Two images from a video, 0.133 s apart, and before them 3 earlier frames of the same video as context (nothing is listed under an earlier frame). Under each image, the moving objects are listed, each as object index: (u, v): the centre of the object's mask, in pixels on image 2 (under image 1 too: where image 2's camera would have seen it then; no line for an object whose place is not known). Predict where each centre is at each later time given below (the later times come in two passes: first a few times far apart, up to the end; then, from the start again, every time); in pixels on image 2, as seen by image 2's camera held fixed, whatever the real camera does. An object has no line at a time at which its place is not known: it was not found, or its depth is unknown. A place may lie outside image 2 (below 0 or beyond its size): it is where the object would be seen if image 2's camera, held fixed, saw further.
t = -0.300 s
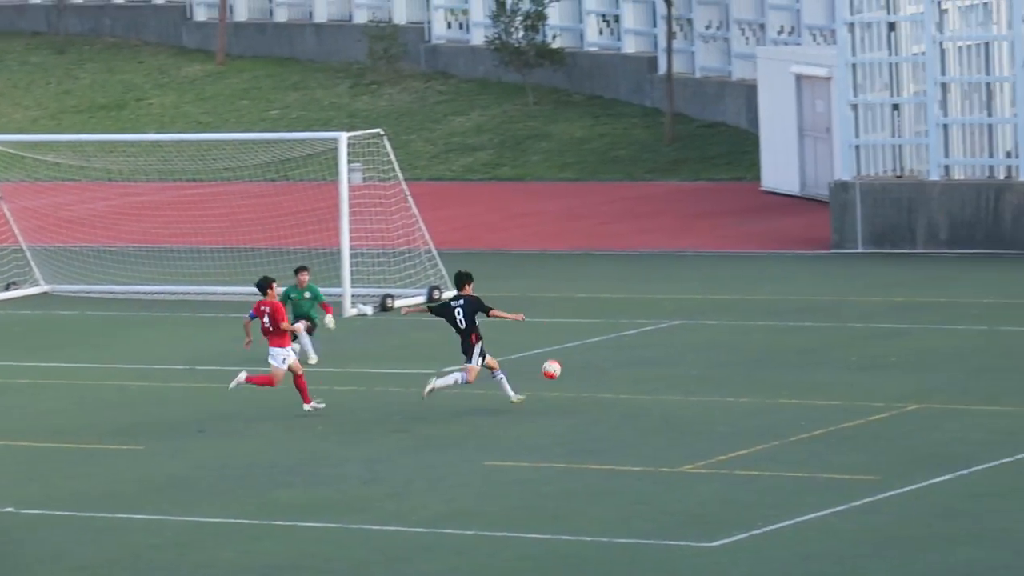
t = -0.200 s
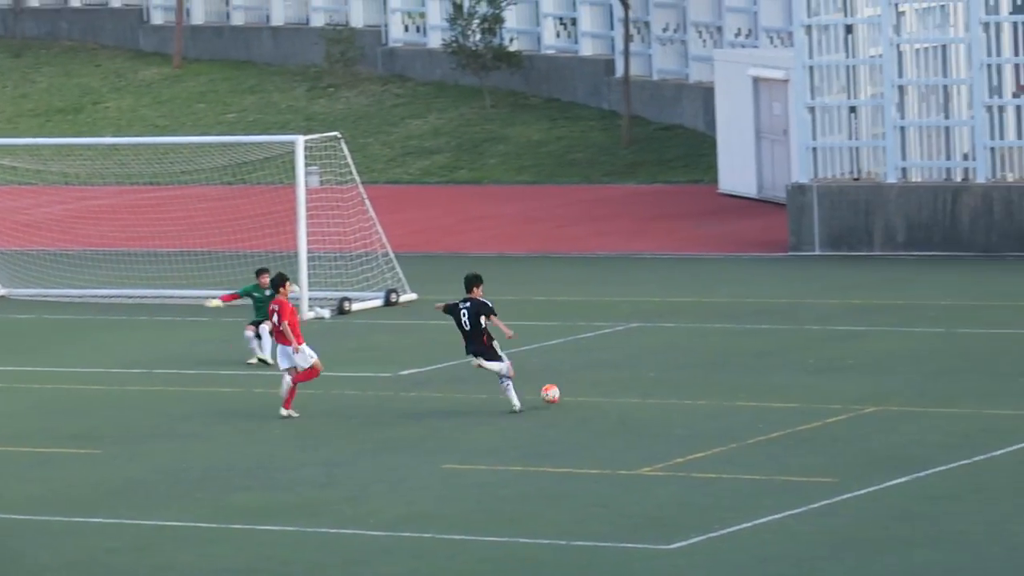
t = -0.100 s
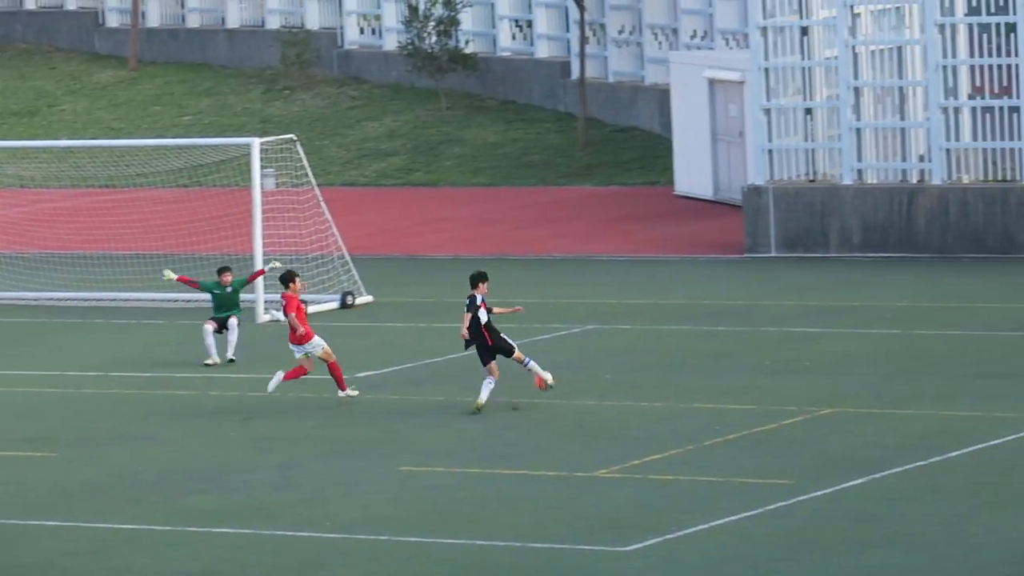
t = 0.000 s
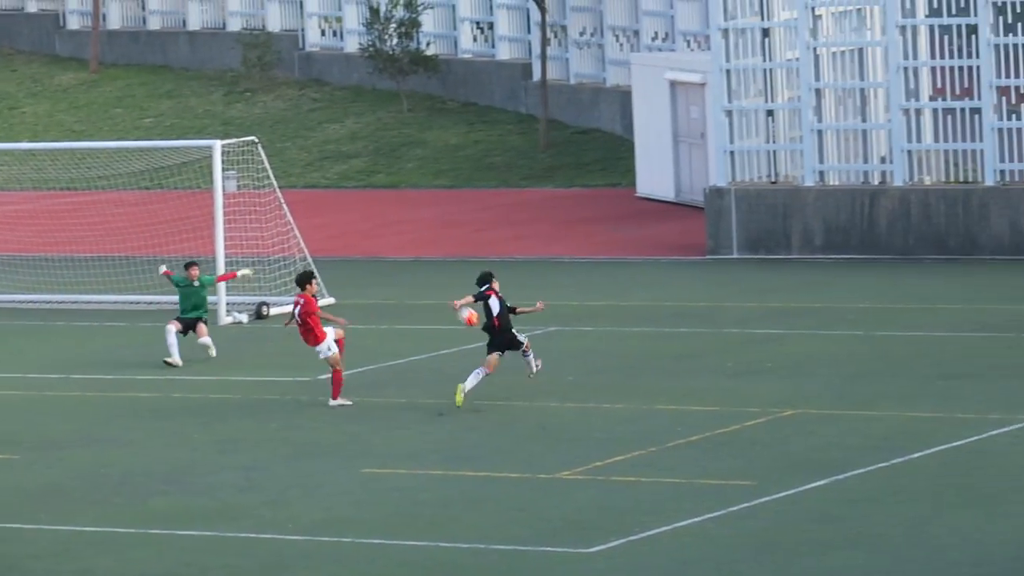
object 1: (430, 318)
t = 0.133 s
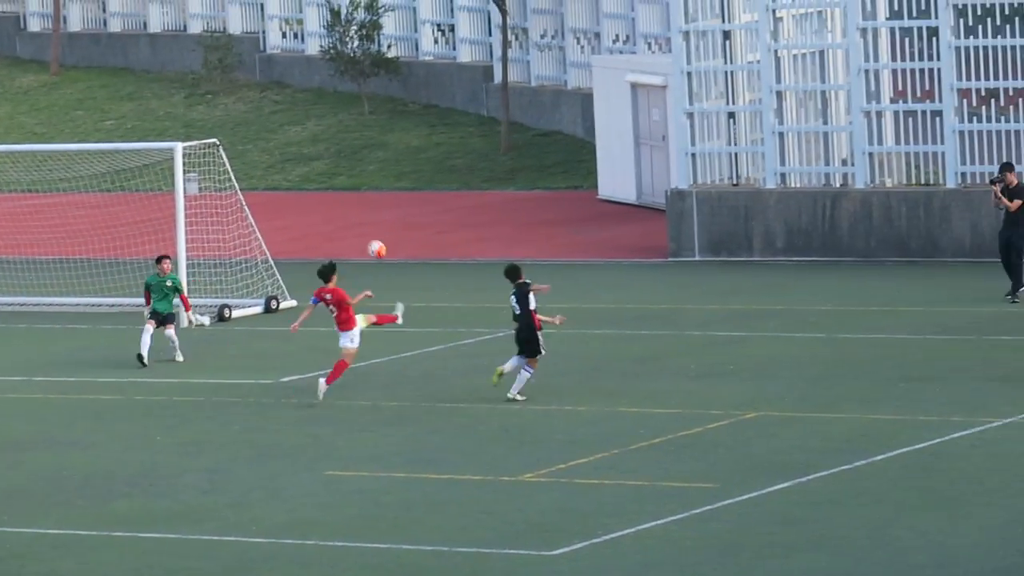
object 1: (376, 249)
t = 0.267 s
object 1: (324, 197)
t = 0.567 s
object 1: (210, 139)
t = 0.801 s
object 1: (126, 142)
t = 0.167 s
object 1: (363, 234)
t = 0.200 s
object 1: (350, 221)
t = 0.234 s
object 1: (337, 208)
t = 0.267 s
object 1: (324, 197)
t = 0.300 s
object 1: (311, 187)
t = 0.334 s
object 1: (298, 178)
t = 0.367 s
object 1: (285, 170)
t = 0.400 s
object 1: (272, 162)
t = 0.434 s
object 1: (259, 155)
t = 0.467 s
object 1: (247, 150)
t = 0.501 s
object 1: (235, 146)
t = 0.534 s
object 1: (222, 142)
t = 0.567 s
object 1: (210, 139)
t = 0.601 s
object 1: (197, 137)
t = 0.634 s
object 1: (185, 136)
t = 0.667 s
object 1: (173, 136)
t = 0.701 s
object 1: (161, 136)
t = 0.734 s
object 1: (149, 138)
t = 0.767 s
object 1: (137, 140)
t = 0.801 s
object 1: (126, 142)
